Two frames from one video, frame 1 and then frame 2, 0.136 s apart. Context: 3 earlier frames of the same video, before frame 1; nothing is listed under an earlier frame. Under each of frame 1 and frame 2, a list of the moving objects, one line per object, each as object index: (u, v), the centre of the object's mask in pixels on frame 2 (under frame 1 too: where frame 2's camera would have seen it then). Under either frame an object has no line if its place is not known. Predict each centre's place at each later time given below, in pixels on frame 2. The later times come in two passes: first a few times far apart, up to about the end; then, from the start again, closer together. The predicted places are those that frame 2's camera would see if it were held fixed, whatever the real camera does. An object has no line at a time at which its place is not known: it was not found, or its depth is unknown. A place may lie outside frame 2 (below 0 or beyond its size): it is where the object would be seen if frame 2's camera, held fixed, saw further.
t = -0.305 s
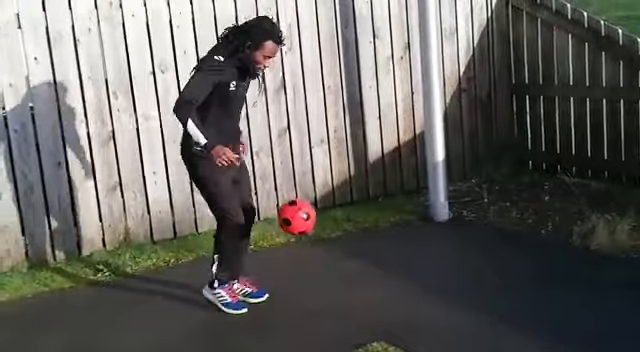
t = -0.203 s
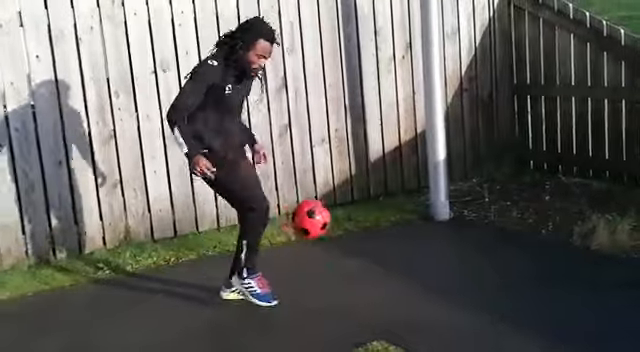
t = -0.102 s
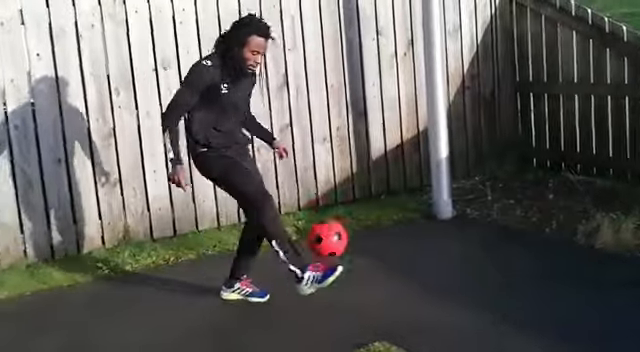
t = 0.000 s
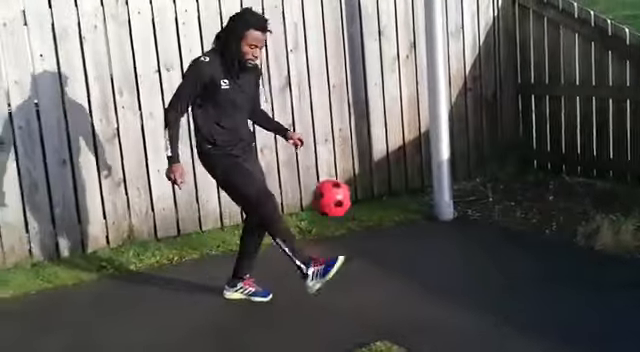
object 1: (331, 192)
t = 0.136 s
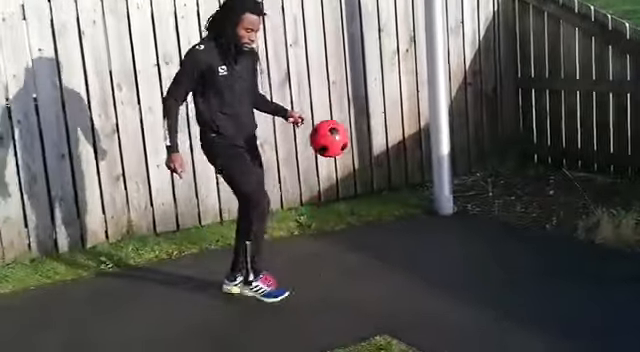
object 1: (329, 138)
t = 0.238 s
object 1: (328, 123)
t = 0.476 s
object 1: (334, 141)
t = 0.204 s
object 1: (329, 129)
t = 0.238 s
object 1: (328, 123)
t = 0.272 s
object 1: (329, 118)
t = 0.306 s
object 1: (329, 115)
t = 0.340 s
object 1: (330, 116)
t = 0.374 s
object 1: (331, 119)
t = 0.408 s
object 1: (332, 125)
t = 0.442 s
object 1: (333, 132)
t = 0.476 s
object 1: (334, 141)
